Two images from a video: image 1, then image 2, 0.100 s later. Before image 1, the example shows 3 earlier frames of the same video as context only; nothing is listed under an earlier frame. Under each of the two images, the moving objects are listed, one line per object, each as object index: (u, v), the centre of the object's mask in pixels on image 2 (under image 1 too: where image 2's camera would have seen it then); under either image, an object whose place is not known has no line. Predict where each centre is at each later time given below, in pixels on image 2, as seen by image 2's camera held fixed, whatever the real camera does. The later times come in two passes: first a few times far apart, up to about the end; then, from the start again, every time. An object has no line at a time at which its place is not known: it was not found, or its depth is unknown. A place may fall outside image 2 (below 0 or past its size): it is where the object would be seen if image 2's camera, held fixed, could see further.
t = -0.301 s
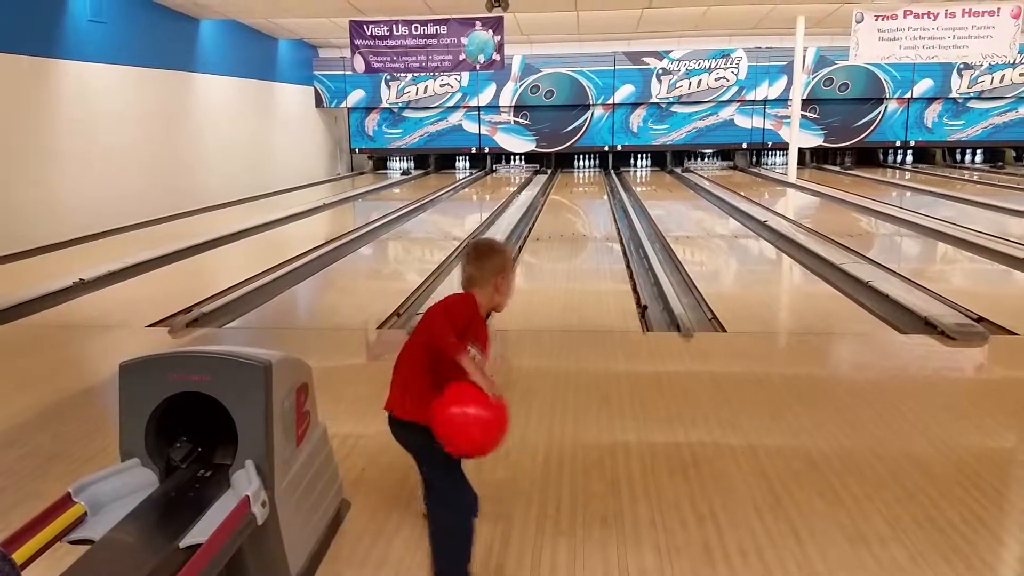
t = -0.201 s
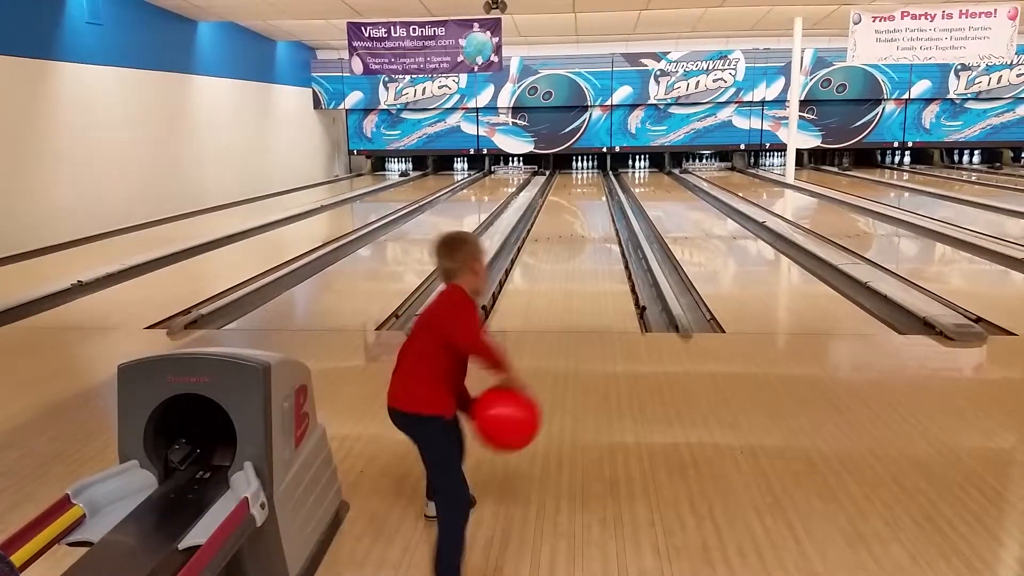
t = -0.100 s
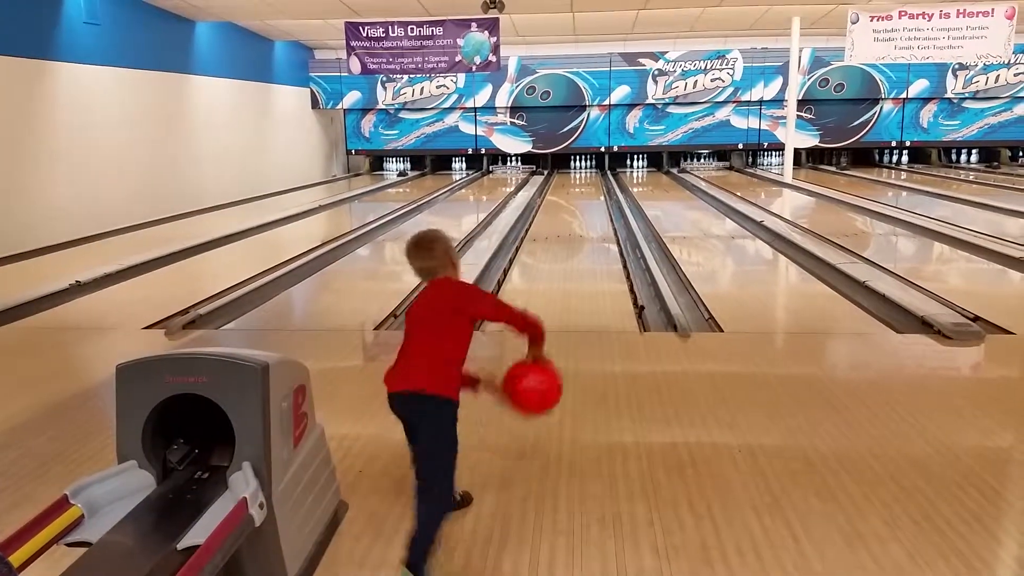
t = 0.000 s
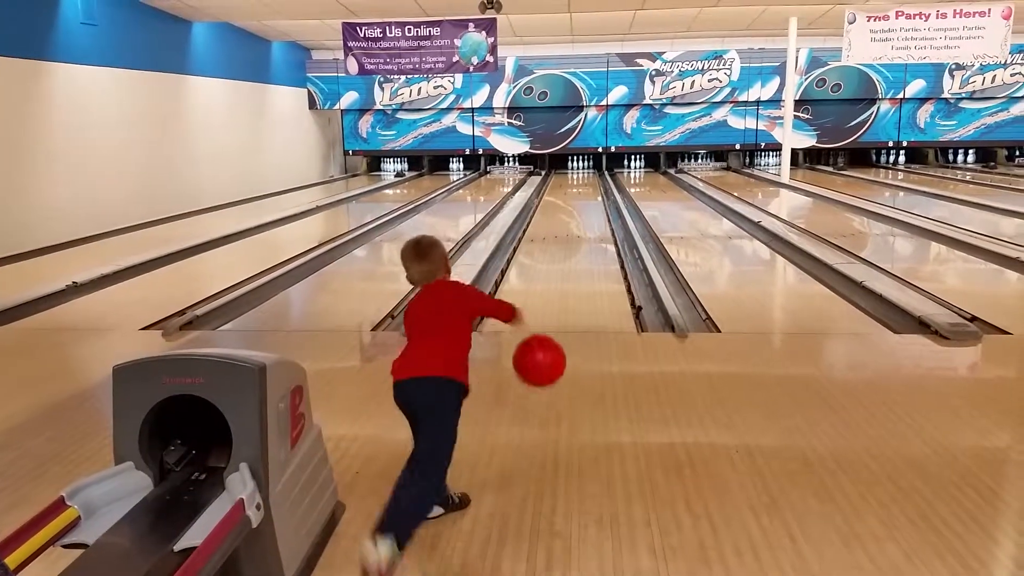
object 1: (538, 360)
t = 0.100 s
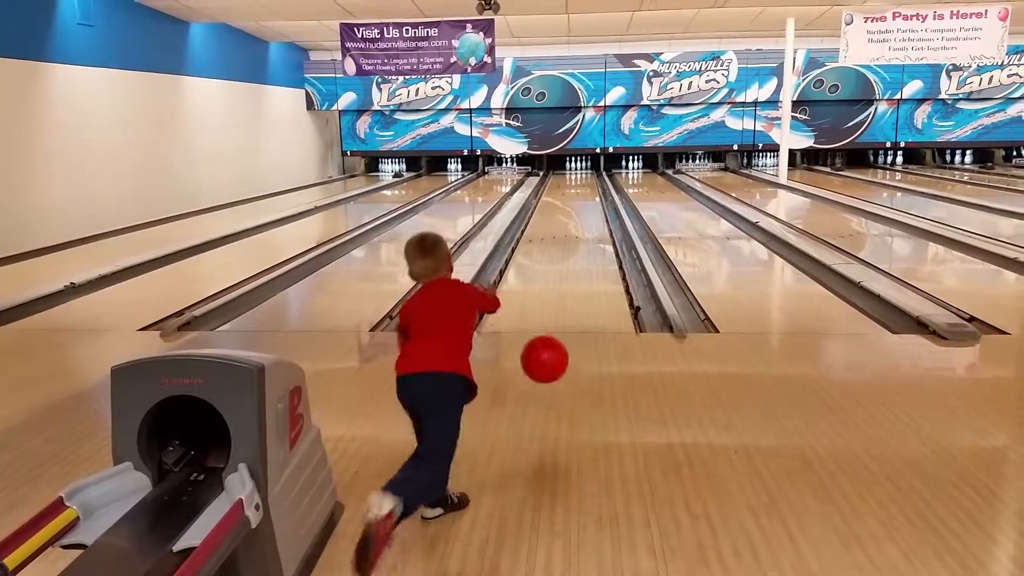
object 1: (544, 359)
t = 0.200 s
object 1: (550, 374)
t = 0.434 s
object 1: (557, 333)
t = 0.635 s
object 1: (559, 308)
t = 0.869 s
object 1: (560, 285)
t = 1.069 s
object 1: (560, 270)
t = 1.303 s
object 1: (559, 255)
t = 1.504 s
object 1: (558, 245)
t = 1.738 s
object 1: (556, 236)
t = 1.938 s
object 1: (554, 229)
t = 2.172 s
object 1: (552, 222)
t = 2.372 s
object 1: (551, 217)
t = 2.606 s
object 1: (549, 212)
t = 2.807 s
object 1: (548, 207)
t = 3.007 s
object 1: (546, 204)
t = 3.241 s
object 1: (544, 200)
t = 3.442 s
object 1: (544, 197)
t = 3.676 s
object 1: (547, 194)
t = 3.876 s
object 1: (549, 191)
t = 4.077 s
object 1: (551, 189)
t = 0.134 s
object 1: (546, 363)
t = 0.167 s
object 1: (548, 369)
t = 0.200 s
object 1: (550, 374)
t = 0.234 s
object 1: (551, 366)
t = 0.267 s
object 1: (552, 358)
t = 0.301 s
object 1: (554, 353)
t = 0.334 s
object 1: (555, 349)
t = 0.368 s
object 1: (555, 343)
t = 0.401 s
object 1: (556, 338)
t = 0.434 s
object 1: (557, 333)
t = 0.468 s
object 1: (558, 328)
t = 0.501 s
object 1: (558, 324)
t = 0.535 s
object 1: (558, 319)
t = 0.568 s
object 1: (559, 315)
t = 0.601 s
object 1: (559, 311)
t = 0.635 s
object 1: (559, 308)
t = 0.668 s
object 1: (559, 304)
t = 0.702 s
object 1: (560, 301)
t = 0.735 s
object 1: (560, 297)
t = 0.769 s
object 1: (560, 294)
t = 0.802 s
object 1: (560, 291)
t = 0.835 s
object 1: (560, 288)
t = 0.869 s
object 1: (560, 285)
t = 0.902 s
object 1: (560, 282)
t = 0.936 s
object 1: (560, 279)
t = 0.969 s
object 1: (560, 277)
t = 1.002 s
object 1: (560, 274)
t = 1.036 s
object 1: (560, 272)
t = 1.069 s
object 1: (560, 270)
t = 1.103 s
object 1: (560, 268)
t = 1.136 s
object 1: (560, 265)
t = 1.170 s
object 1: (560, 263)
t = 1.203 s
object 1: (560, 261)
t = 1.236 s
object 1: (559, 259)
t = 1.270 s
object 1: (559, 257)
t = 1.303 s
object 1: (559, 255)
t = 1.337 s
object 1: (559, 253)
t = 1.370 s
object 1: (558, 252)
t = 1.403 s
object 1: (558, 250)
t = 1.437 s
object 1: (558, 248)
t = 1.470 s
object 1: (558, 247)
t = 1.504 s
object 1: (558, 245)
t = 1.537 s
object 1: (558, 244)
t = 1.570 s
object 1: (557, 242)
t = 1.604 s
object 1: (557, 241)
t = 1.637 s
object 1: (557, 239)
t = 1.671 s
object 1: (556, 238)
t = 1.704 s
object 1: (556, 237)
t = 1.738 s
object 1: (556, 236)
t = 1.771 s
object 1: (555, 234)
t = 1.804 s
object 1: (555, 233)
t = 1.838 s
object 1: (555, 232)
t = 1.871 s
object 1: (555, 231)
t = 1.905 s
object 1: (555, 230)
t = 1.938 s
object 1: (554, 229)
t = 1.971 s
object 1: (554, 228)
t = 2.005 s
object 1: (554, 227)
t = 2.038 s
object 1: (554, 226)
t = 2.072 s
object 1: (554, 225)
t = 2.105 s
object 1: (553, 224)
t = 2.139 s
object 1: (553, 223)
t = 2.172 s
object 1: (552, 222)
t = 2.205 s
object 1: (552, 221)
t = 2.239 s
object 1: (552, 220)
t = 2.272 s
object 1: (552, 219)
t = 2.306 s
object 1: (552, 219)
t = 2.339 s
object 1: (551, 217)
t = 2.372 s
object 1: (551, 217)
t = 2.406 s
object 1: (551, 216)
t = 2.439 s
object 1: (550, 215)
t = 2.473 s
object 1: (550, 214)
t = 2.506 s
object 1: (550, 214)
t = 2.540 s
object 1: (550, 213)
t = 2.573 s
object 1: (550, 212)
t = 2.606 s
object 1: (549, 212)
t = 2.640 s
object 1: (549, 211)
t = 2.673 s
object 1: (549, 210)
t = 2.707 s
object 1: (549, 209)
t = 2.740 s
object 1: (548, 209)
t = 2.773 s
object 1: (548, 208)
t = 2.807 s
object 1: (548, 207)
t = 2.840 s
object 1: (548, 206)
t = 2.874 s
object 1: (547, 206)
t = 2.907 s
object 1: (547, 205)
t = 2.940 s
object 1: (547, 204)
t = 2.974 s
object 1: (546, 204)
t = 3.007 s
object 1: (546, 204)
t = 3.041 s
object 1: (546, 203)
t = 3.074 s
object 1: (546, 202)
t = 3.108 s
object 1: (546, 202)
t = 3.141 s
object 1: (545, 201)
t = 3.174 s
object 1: (545, 200)
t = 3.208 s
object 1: (545, 200)
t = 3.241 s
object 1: (544, 200)
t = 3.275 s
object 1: (544, 200)
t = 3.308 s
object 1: (544, 199)
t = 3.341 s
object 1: (544, 198)
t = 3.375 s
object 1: (544, 198)
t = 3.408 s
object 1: (543, 198)
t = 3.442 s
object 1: (544, 197)
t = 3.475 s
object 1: (545, 196)
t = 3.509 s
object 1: (545, 196)
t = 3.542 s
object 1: (545, 196)
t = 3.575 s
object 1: (546, 195)
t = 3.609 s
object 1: (546, 195)
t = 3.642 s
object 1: (547, 194)
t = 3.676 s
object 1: (547, 194)
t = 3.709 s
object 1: (547, 194)
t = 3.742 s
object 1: (549, 192)
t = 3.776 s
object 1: (548, 192)
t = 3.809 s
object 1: (548, 192)
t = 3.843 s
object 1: (549, 192)
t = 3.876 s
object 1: (549, 191)
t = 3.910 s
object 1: (549, 191)
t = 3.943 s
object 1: (549, 191)
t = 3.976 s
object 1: (550, 190)
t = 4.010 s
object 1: (550, 190)
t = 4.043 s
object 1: (551, 189)
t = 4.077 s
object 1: (551, 189)
